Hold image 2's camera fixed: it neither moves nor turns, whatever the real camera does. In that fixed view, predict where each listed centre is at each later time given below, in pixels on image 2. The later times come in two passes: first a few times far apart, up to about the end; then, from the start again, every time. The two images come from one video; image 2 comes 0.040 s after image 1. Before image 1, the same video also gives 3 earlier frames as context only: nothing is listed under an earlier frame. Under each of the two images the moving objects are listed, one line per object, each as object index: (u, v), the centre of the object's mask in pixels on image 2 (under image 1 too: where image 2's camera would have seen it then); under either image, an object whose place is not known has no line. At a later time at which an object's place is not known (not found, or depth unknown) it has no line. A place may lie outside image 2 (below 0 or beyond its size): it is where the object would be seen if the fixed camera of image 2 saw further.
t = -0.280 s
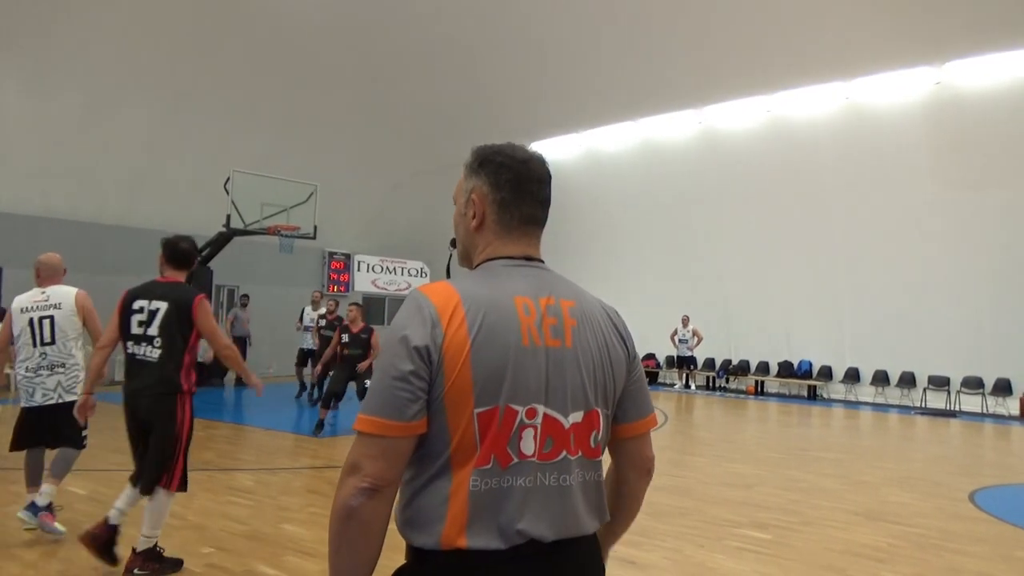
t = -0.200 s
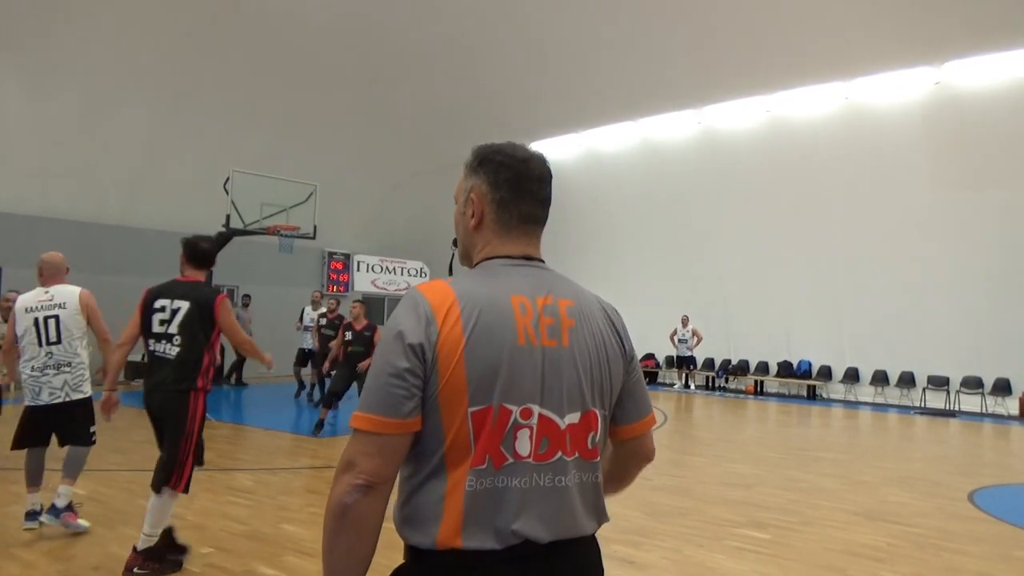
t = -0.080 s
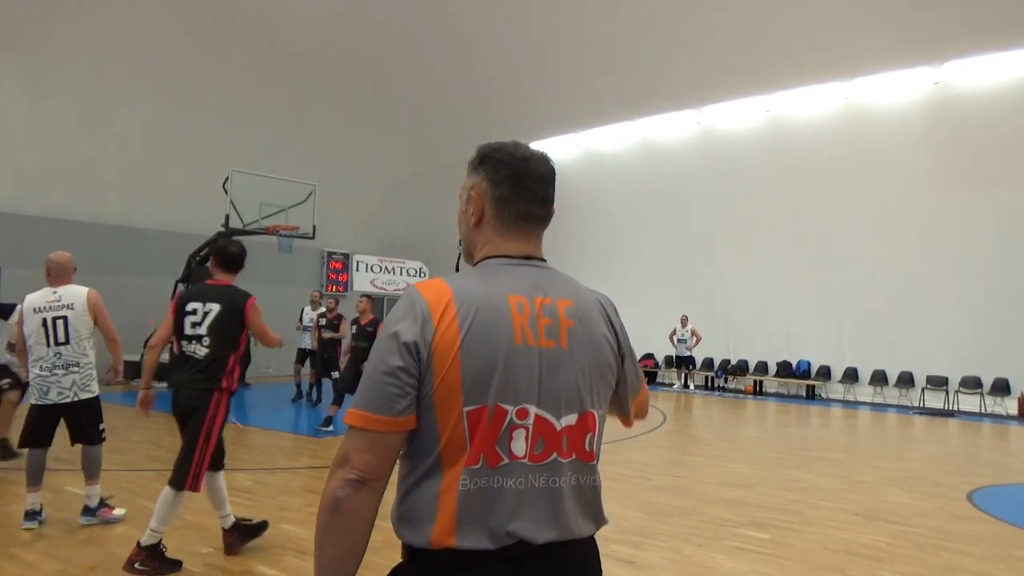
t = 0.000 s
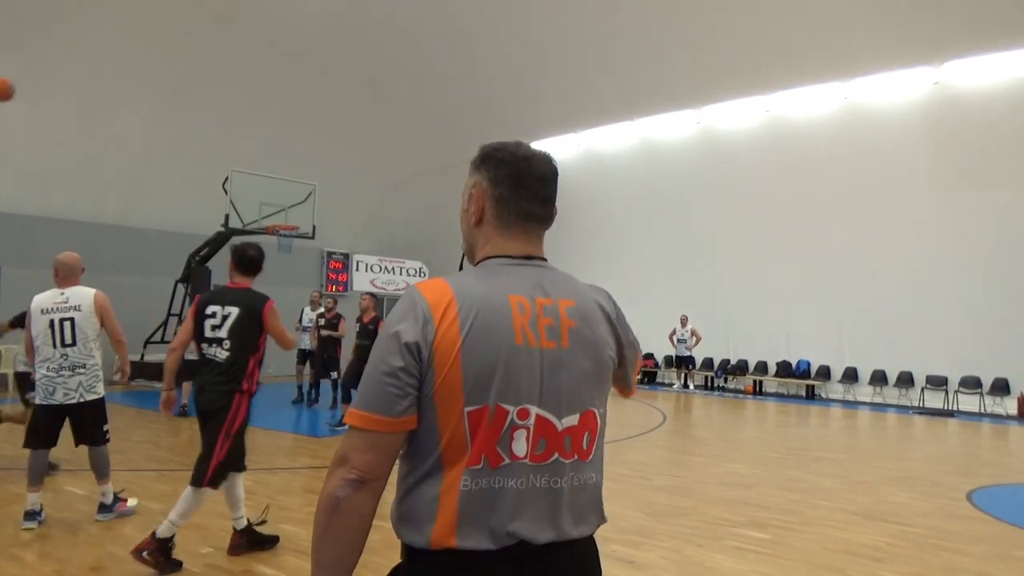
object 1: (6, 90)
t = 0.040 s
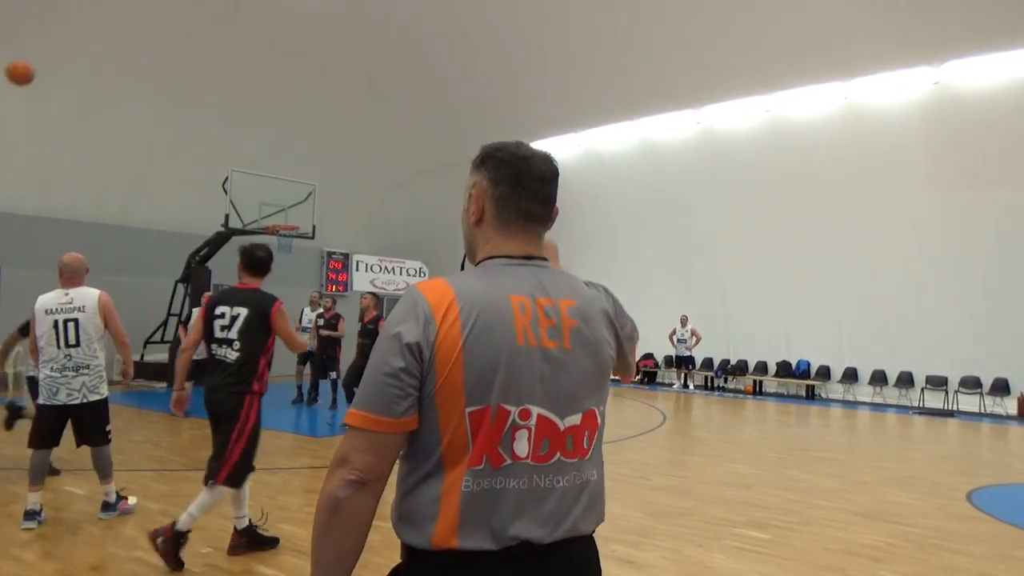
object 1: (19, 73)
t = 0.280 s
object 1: (114, 24)
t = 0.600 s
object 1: (200, 37)
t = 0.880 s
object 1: (252, 95)
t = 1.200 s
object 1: (295, 197)
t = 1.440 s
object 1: (320, 290)
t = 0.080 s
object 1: (39, 60)
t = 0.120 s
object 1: (56, 49)
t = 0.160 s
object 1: (72, 40)
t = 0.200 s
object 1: (87, 33)
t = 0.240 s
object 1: (101, 28)
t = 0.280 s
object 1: (114, 24)
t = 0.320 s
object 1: (127, 22)
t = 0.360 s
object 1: (138, 20)
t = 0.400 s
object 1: (150, 21)
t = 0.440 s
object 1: (161, 22)
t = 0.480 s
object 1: (171, 24)
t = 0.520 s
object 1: (181, 28)
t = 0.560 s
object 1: (191, 32)
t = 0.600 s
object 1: (200, 37)
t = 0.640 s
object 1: (208, 43)
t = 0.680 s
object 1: (217, 50)
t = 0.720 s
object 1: (224, 57)
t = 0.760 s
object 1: (232, 66)
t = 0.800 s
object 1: (239, 75)
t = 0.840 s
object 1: (246, 84)
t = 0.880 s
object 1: (252, 95)
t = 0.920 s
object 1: (258, 106)
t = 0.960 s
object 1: (264, 117)
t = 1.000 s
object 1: (271, 130)
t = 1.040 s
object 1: (275, 142)
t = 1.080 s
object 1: (280, 155)
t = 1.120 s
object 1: (286, 169)
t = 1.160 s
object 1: (291, 183)
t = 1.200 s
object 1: (295, 197)
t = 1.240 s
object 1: (300, 212)
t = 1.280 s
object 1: (305, 227)
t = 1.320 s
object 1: (307, 243)
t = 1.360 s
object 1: (312, 259)
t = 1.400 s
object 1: (316, 275)
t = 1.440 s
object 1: (320, 290)
